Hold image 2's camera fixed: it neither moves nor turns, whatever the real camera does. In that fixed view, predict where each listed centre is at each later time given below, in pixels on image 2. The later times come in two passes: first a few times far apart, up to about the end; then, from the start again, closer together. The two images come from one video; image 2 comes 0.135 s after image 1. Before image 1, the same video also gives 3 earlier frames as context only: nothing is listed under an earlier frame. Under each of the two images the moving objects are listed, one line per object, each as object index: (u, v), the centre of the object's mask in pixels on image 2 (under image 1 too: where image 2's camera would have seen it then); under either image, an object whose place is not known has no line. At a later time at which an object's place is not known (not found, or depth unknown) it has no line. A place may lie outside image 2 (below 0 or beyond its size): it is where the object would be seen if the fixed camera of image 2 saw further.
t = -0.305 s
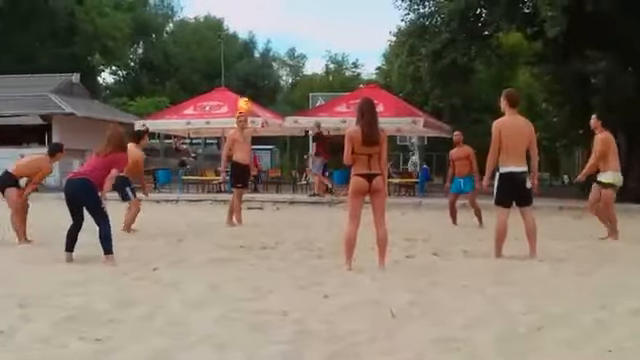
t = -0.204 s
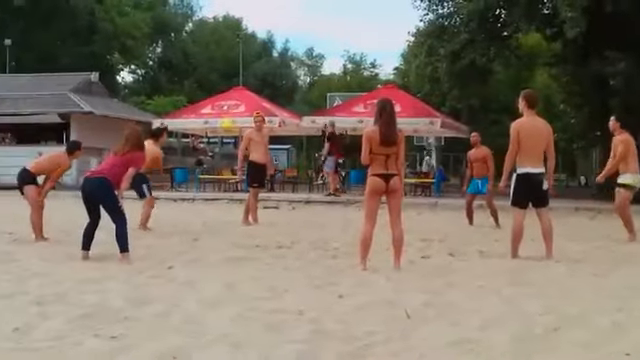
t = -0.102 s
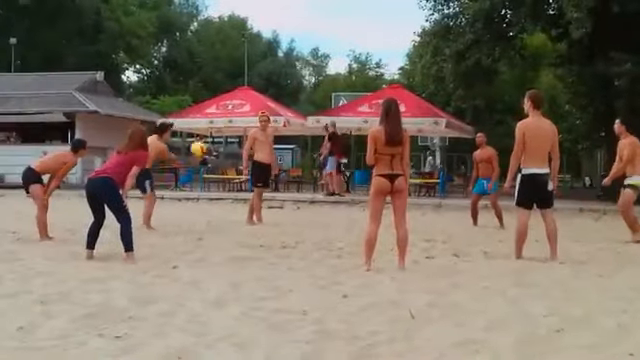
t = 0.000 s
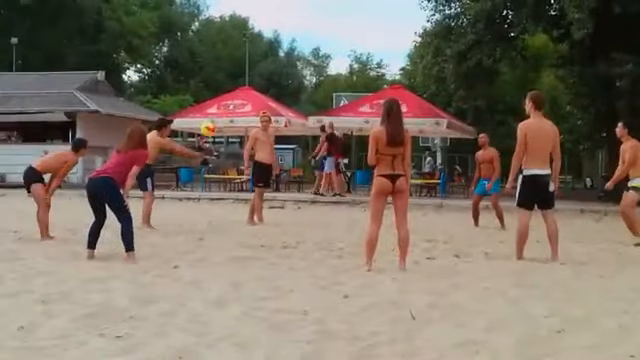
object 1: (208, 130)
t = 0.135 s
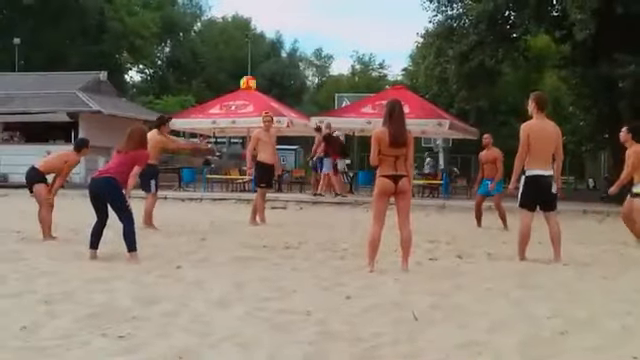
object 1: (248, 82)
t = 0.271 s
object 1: (285, 52)
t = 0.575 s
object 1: (375, 22)
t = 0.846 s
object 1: (460, 49)
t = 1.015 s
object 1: (510, 99)
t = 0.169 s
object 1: (257, 73)
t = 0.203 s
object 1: (267, 65)
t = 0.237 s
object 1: (276, 56)
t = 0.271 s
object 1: (285, 52)
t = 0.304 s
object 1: (295, 44)
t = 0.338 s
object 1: (306, 37)
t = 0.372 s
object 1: (315, 34)
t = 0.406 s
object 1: (325, 31)
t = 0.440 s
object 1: (335, 28)
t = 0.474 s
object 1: (345, 24)
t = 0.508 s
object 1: (356, 23)
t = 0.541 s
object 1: (365, 23)
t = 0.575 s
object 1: (375, 22)
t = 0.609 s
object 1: (387, 22)
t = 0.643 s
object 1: (398, 21)
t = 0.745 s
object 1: (429, 32)
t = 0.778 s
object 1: (440, 37)
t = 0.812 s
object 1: (450, 43)
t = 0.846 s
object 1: (460, 49)
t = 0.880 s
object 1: (469, 59)
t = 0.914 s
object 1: (478, 69)
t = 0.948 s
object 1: (489, 78)
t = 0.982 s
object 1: (499, 89)
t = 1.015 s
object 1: (510, 99)
